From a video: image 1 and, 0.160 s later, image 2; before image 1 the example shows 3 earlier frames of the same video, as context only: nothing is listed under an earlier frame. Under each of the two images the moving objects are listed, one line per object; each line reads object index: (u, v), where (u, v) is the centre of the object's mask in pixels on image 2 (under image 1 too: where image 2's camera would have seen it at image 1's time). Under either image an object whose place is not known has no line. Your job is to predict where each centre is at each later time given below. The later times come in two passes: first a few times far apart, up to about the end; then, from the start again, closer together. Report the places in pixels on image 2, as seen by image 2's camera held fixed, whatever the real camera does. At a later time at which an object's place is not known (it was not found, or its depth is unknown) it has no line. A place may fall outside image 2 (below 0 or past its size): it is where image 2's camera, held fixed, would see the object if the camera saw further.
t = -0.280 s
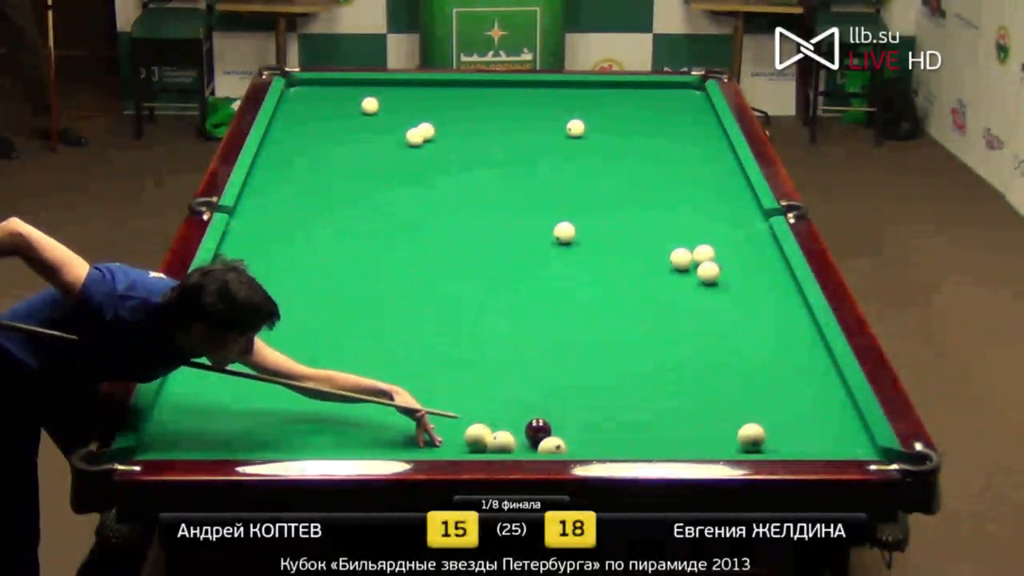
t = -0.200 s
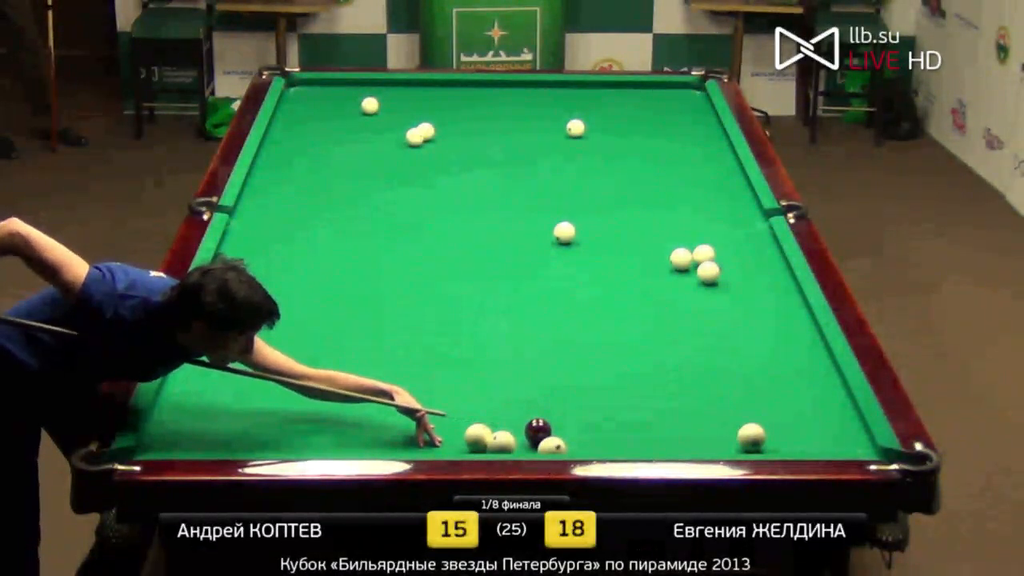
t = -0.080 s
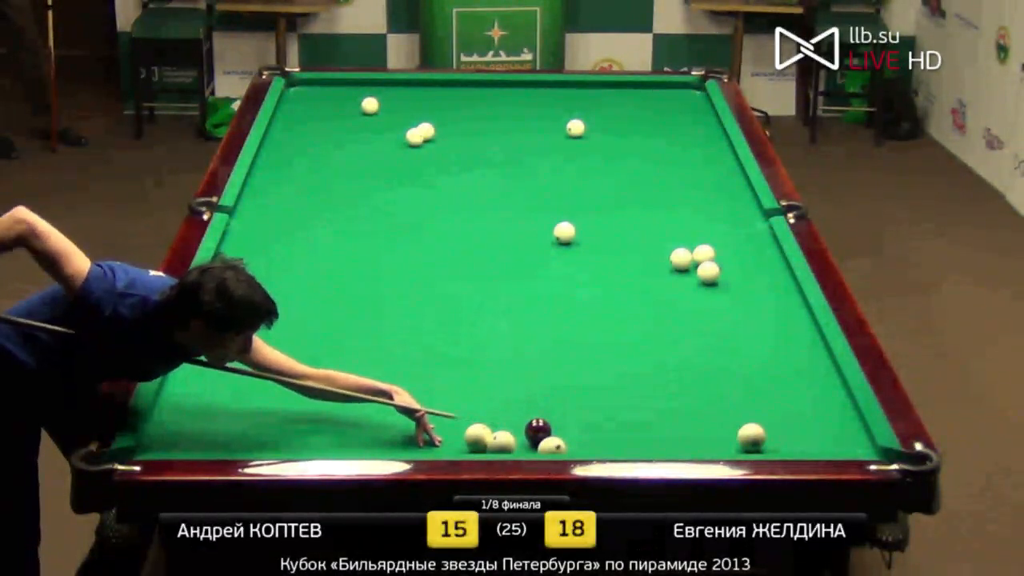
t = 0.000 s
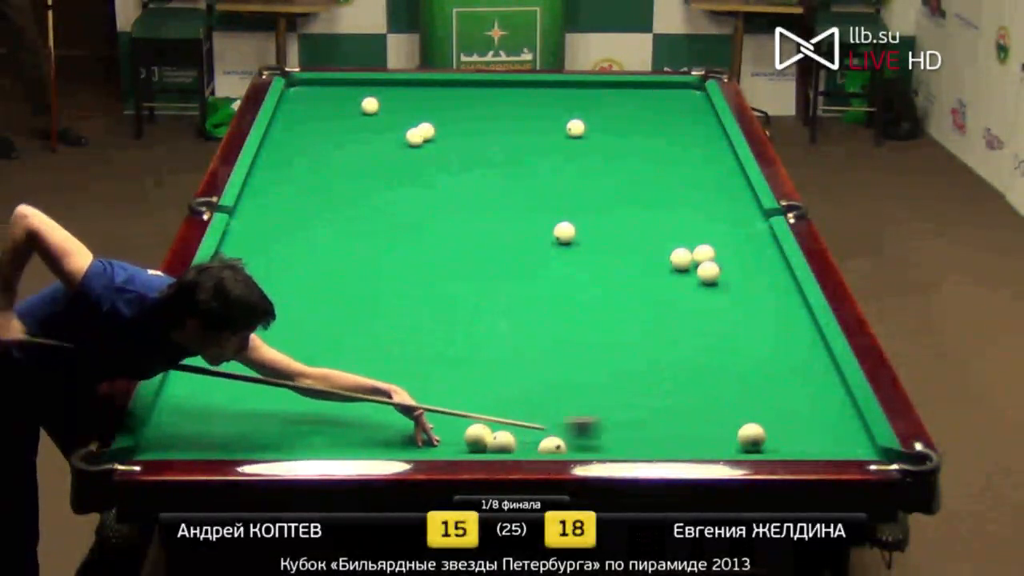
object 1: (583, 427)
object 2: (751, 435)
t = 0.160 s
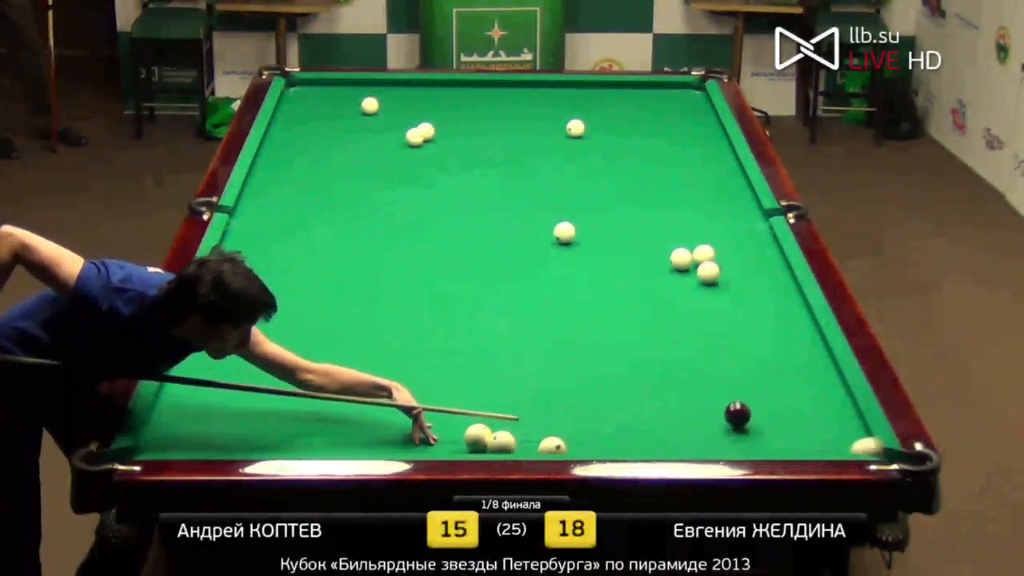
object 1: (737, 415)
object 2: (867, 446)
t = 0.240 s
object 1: (748, 401)
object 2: (846, 426)
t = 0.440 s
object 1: (770, 370)
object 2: (814, 372)
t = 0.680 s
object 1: (779, 338)
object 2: (801, 324)
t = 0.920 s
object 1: (780, 309)
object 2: (783, 282)
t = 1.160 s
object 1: (779, 282)
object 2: (760, 247)
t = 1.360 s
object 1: (777, 263)
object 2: (742, 221)
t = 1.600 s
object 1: (761, 240)
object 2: (723, 193)
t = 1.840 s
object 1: (746, 218)
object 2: (706, 167)
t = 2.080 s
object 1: (732, 199)
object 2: (690, 144)
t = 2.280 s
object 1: (722, 184)
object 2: (679, 126)
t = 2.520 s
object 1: (710, 167)
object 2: (666, 106)
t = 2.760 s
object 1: (699, 152)
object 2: (654, 89)
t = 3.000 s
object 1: (689, 138)
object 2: (657, 91)
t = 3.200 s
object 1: (681, 127)
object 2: (665, 99)
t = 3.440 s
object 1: (672, 115)
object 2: (677, 105)
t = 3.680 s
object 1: (649, 117)
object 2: (697, 105)
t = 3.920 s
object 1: (629, 119)
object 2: (698, 103)
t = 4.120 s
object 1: (612, 120)
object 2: (688, 102)
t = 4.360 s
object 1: (592, 121)
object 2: (676, 101)
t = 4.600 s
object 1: (573, 118)
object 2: (665, 99)
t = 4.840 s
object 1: (554, 124)
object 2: (655, 99)
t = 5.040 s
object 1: (540, 125)
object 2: (647, 98)
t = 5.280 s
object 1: (523, 126)
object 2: (638, 97)
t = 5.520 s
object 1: (507, 128)
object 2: (630, 96)
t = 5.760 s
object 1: (492, 128)
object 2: (623, 95)
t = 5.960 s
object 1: (480, 129)
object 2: (618, 95)
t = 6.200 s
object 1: (468, 130)
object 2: (613, 94)
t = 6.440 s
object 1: (455, 131)
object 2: (608, 93)
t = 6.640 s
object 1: (445, 132)
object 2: (604, 93)
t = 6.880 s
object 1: (441, 133)
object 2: (600, 93)
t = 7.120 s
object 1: (440, 133)
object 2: (597, 93)
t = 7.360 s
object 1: (439, 133)
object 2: (594, 92)
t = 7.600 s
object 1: (439, 133)
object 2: (593, 92)
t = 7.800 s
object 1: (439, 133)
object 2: (592, 92)
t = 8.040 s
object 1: (440, 133)
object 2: (592, 92)
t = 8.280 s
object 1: (440, 133)
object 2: (592, 92)
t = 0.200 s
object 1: (743, 408)
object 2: (855, 438)
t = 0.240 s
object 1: (748, 401)
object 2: (846, 426)
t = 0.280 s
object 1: (753, 395)
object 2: (838, 414)
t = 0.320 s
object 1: (757, 388)
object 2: (831, 402)
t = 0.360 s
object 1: (761, 382)
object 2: (825, 391)
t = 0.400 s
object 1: (766, 376)
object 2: (819, 381)
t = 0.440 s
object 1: (770, 370)
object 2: (814, 372)
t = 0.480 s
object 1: (774, 364)
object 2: (809, 363)
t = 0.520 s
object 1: (778, 359)
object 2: (805, 356)
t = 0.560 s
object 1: (779, 353)
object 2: (803, 348)
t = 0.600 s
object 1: (779, 348)
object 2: (803, 340)
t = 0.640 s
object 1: (779, 343)
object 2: (802, 332)
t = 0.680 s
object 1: (779, 338)
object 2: (801, 324)
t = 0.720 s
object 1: (779, 333)
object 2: (800, 317)
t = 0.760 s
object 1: (779, 328)
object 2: (799, 309)
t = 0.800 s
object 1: (779, 323)
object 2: (796, 302)
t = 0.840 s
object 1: (779, 318)
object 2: (791, 295)
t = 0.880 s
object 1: (780, 313)
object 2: (787, 288)
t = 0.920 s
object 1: (780, 309)
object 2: (783, 282)
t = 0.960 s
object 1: (779, 304)
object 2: (779, 277)
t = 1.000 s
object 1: (779, 300)
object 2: (775, 271)
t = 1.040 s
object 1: (780, 295)
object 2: (771, 264)
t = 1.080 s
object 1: (780, 291)
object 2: (767, 259)
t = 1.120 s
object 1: (780, 287)
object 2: (763, 253)
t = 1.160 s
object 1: (779, 282)
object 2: (760, 247)
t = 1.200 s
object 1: (779, 278)
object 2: (756, 242)
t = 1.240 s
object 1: (779, 274)
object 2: (752, 236)
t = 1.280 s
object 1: (780, 270)
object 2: (749, 231)
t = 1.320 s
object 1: (779, 267)
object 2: (745, 226)
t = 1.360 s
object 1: (777, 263)
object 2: (742, 221)
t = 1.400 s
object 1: (774, 258)
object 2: (739, 216)
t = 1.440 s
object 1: (771, 255)
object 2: (736, 211)
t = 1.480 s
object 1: (768, 251)
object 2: (732, 206)
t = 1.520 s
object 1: (766, 247)
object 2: (729, 202)
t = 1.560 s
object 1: (763, 243)
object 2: (726, 197)
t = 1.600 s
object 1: (761, 240)
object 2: (723, 193)
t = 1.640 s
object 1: (758, 236)
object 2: (720, 188)
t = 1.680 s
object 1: (755, 232)
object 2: (717, 184)
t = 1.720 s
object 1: (753, 229)
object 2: (714, 179)
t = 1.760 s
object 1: (751, 225)
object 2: (711, 175)
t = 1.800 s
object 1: (748, 222)
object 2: (708, 171)
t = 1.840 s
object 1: (746, 218)
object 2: (706, 167)
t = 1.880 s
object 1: (743, 215)
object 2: (703, 163)
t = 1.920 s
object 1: (741, 212)
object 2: (701, 158)
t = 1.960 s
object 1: (739, 209)
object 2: (698, 155)
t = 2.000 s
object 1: (736, 206)
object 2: (696, 151)
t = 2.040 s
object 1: (734, 202)
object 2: (693, 147)
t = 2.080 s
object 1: (732, 199)
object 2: (690, 144)
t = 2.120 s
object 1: (730, 196)
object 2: (688, 140)
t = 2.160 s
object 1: (728, 193)
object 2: (686, 136)
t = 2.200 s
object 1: (726, 190)
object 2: (684, 133)
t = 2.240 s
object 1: (724, 187)
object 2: (681, 129)
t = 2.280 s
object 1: (722, 184)
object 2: (679, 126)
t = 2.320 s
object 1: (720, 181)
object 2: (677, 123)
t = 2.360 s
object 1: (718, 178)
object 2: (674, 119)
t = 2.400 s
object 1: (716, 176)
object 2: (672, 116)
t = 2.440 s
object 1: (714, 173)
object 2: (670, 113)
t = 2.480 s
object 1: (712, 170)
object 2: (668, 110)
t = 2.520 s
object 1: (710, 167)
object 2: (666, 106)
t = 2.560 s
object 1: (708, 165)
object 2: (664, 103)
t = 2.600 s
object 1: (707, 162)
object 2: (662, 100)
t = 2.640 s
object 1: (705, 160)
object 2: (660, 98)
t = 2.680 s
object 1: (703, 157)
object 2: (658, 94)
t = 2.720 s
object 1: (701, 155)
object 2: (655, 92)
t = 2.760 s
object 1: (699, 152)
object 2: (654, 89)
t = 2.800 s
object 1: (698, 150)
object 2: (652, 86)
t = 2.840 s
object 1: (696, 147)
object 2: (650, 83)
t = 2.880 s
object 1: (694, 145)
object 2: (651, 85)
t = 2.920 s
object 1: (693, 143)
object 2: (654, 87)
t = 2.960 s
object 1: (691, 140)
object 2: (655, 89)
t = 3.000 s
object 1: (689, 138)
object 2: (657, 91)
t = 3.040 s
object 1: (688, 136)
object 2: (659, 93)
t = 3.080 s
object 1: (686, 134)
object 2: (661, 94)
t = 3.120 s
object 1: (684, 131)
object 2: (662, 96)
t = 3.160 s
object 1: (683, 129)
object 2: (664, 98)
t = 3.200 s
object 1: (681, 127)
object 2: (665, 99)
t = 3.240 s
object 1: (679, 125)
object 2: (667, 100)
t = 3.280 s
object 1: (678, 123)
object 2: (669, 102)
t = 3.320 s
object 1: (676, 121)
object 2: (670, 104)
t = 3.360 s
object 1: (675, 119)
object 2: (671, 105)
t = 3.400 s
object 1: (674, 117)
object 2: (673, 105)
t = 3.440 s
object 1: (672, 115)
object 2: (677, 105)
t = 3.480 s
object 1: (668, 115)
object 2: (680, 108)
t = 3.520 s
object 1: (664, 116)
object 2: (683, 107)
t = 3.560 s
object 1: (660, 117)
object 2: (687, 107)
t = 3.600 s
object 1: (656, 117)
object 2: (690, 106)
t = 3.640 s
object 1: (653, 117)
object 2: (694, 105)
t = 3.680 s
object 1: (649, 117)
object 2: (697, 105)
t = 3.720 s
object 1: (646, 117)
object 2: (700, 105)
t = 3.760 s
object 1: (642, 118)
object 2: (704, 104)
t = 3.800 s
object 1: (639, 118)
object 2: (704, 104)
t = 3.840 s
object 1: (635, 118)
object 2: (702, 104)
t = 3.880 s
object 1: (632, 119)
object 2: (700, 103)
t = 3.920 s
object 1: (629, 119)
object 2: (698, 103)
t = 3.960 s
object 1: (625, 119)
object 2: (696, 103)
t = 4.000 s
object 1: (622, 119)
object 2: (694, 103)
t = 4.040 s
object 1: (619, 119)
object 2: (692, 102)
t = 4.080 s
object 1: (615, 120)
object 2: (689, 102)
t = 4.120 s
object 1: (612, 120)
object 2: (688, 102)
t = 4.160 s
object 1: (609, 120)
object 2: (686, 102)
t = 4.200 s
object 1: (605, 120)
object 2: (684, 101)
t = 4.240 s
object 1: (602, 121)
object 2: (682, 101)
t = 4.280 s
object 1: (599, 121)
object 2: (680, 101)
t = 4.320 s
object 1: (595, 121)
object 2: (678, 100)
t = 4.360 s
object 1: (592, 121)
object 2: (676, 101)
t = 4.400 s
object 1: (590, 121)
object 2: (674, 101)
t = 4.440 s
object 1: (587, 121)
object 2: (672, 100)
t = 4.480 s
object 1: (585, 120)
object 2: (671, 100)
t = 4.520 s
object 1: (582, 119)
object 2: (669, 100)
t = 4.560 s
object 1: (578, 118)
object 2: (667, 100)
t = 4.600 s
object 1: (573, 118)
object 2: (665, 99)
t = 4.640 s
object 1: (567, 120)
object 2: (663, 99)
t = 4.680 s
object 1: (564, 122)
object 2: (661, 99)
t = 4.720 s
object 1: (562, 122)
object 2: (659, 99)
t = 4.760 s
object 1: (560, 123)
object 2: (658, 99)
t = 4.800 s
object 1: (557, 123)
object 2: (656, 99)
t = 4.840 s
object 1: (554, 124)
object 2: (655, 99)
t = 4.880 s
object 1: (551, 124)
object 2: (653, 98)
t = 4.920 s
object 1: (548, 124)
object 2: (652, 98)
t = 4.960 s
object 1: (545, 124)
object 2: (650, 98)
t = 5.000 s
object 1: (543, 125)
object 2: (648, 98)
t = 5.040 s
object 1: (540, 125)
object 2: (647, 98)
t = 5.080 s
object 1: (537, 125)
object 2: (645, 98)
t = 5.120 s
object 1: (534, 125)
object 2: (644, 98)
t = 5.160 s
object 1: (531, 126)
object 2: (642, 97)
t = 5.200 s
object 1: (528, 126)
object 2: (641, 97)
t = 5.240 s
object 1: (526, 126)
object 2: (640, 97)
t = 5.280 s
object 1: (523, 126)
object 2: (638, 97)
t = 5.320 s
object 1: (520, 127)
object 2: (637, 97)
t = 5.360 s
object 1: (518, 127)
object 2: (636, 97)
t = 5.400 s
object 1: (515, 127)
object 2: (634, 96)
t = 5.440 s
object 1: (512, 127)
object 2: (633, 96)
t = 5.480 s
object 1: (510, 127)
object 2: (632, 96)
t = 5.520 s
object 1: (507, 128)
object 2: (630, 96)
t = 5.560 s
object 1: (505, 128)
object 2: (629, 96)
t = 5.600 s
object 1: (502, 128)
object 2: (628, 96)
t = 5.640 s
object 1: (500, 128)
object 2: (627, 96)
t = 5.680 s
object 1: (497, 128)
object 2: (625, 96)
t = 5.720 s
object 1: (495, 128)
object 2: (624, 95)
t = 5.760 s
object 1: (492, 128)
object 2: (623, 95)
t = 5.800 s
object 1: (490, 129)
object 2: (622, 95)
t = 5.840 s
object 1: (487, 129)
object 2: (621, 95)
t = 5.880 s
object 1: (485, 129)
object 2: (620, 95)
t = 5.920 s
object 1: (482, 129)
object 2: (619, 95)
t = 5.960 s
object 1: (480, 129)
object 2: (618, 95)
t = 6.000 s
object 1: (478, 130)
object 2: (617, 94)
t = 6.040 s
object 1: (476, 130)
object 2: (616, 94)
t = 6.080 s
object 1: (473, 130)
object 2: (615, 94)
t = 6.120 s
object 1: (472, 130)
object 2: (614, 94)
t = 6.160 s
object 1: (470, 130)
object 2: (613, 94)
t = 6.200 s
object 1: (468, 130)
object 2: (613, 94)
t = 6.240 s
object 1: (466, 131)
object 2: (612, 94)
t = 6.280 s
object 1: (464, 131)
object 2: (611, 94)
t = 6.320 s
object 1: (461, 131)
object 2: (610, 94)
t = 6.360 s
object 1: (459, 131)
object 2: (609, 94)
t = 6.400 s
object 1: (457, 131)
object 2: (608, 94)
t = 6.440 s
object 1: (455, 131)
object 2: (608, 93)
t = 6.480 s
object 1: (453, 132)
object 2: (607, 93)
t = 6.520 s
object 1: (451, 132)
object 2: (606, 93)
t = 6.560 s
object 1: (449, 132)
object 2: (605, 93)
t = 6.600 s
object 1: (447, 132)
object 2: (604, 93)
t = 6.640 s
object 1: (445, 132)
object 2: (604, 93)
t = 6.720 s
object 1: (442, 132)
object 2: (603, 93)
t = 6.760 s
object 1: (442, 133)
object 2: (602, 93)
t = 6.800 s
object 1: (441, 133)
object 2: (601, 93)
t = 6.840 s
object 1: (441, 133)
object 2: (600, 93)
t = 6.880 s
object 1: (441, 133)
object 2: (600, 93)
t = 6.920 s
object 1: (441, 133)
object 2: (599, 93)
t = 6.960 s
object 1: (440, 133)
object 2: (599, 93)
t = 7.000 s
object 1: (440, 133)
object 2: (598, 93)
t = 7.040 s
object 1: (440, 133)
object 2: (598, 93)
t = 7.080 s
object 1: (440, 133)
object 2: (597, 92)
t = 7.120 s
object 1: (440, 133)
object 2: (597, 93)
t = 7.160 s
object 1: (440, 133)
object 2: (597, 93)
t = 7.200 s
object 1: (439, 133)
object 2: (596, 93)
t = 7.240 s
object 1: (439, 133)
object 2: (596, 92)
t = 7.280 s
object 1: (439, 133)
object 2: (595, 92)
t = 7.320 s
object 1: (439, 133)
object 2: (595, 92)
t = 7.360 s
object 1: (439, 133)
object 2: (594, 92)
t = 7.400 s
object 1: (439, 133)
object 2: (594, 92)
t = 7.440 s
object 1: (439, 133)
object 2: (594, 92)
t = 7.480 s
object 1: (439, 133)
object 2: (594, 92)
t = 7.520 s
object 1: (439, 133)
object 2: (593, 92)
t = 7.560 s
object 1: (439, 133)
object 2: (593, 92)
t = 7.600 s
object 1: (439, 133)
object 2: (593, 92)
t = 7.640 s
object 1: (439, 133)
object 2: (593, 92)
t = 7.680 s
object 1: (439, 133)
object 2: (592, 92)
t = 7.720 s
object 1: (439, 133)
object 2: (592, 92)
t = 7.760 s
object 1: (439, 133)
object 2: (592, 92)
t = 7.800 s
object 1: (439, 133)
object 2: (592, 92)
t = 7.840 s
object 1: (439, 133)
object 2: (592, 92)
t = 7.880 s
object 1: (440, 133)
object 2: (592, 92)
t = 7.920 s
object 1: (440, 133)
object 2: (592, 92)
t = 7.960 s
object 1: (440, 133)
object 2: (592, 92)
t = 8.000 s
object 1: (440, 133)
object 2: (592, 92)
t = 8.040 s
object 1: (440, 133)
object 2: (592, 92)
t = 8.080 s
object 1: (440, 133)
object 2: (592, 92)
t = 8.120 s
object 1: (440, 133)
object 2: (592, 92)
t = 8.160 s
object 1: (440, 133)
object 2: (592, 92)
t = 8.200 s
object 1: (440, 133)
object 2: (592, 92)
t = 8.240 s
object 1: (440, 133)
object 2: (592, 92)
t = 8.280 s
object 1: (440, 133)
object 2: (592, 92)
